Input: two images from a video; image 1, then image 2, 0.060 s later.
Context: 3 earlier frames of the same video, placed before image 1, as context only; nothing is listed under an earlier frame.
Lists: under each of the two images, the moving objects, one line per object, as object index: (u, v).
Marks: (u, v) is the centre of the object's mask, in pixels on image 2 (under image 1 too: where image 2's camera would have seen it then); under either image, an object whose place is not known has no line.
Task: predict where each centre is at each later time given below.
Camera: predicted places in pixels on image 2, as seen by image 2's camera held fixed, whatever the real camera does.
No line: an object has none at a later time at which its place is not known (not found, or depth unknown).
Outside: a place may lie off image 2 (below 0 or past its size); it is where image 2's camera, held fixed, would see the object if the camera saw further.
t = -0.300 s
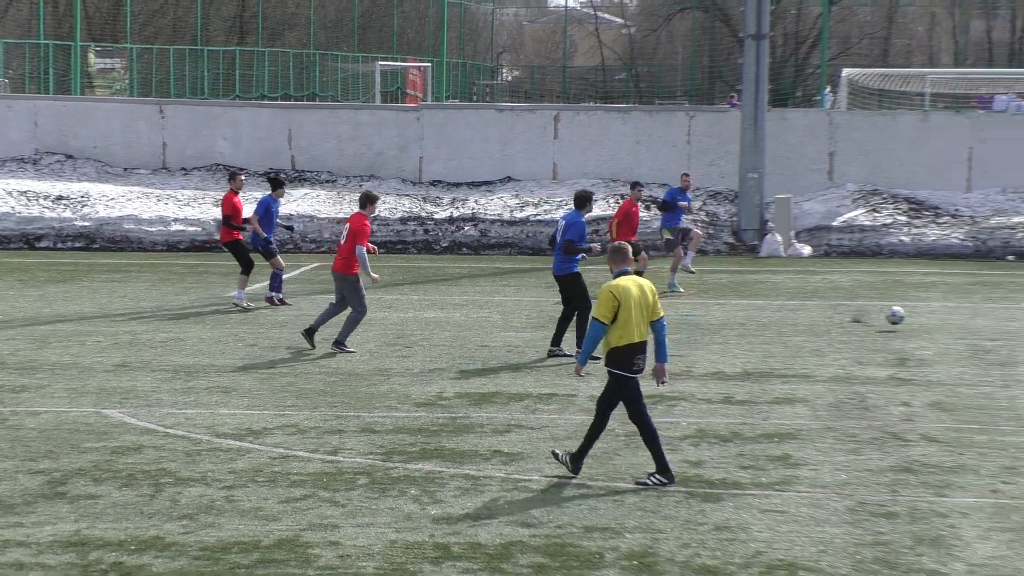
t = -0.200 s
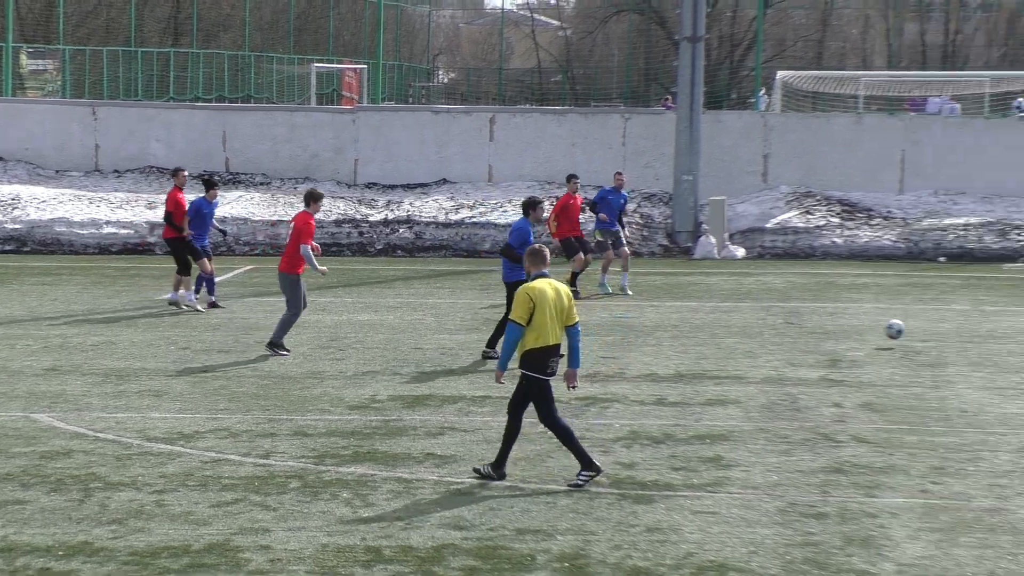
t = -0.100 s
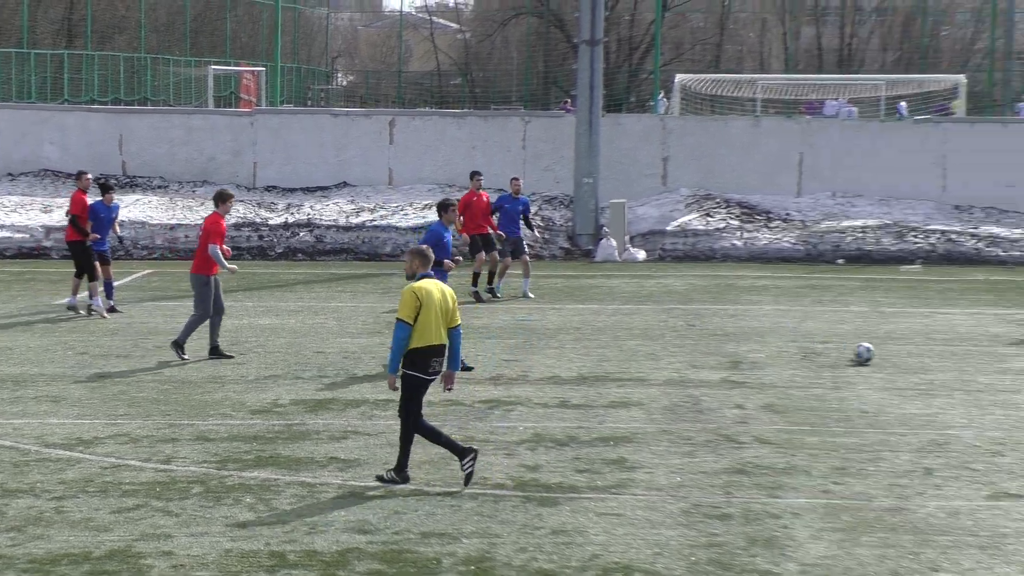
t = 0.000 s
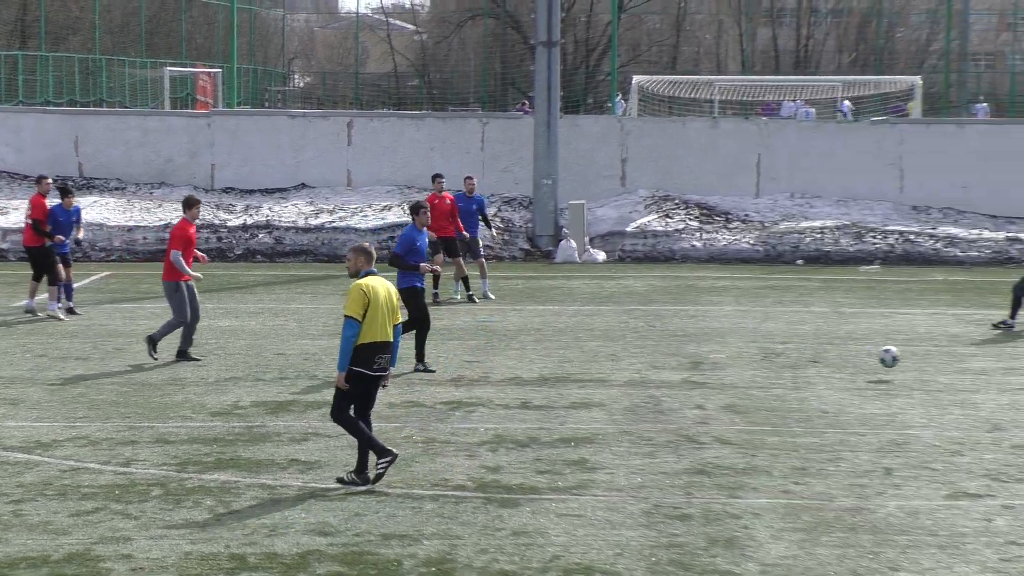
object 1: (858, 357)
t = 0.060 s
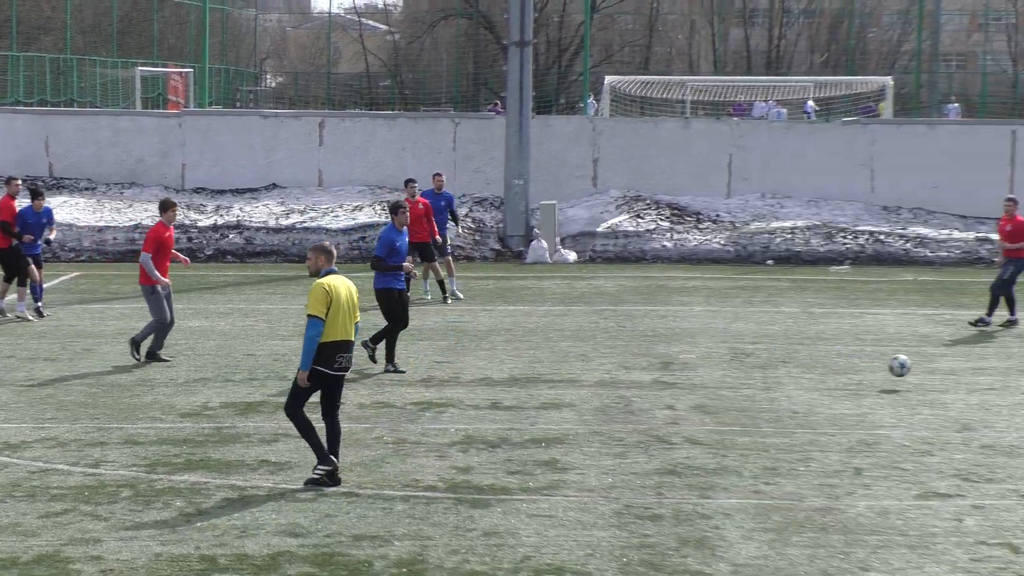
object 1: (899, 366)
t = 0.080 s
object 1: (913, 370)
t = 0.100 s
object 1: (928, 375)
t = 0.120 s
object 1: (942, 380)
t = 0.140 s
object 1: (957, 386)
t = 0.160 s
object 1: (973, 392)
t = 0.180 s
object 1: (987, 393)
